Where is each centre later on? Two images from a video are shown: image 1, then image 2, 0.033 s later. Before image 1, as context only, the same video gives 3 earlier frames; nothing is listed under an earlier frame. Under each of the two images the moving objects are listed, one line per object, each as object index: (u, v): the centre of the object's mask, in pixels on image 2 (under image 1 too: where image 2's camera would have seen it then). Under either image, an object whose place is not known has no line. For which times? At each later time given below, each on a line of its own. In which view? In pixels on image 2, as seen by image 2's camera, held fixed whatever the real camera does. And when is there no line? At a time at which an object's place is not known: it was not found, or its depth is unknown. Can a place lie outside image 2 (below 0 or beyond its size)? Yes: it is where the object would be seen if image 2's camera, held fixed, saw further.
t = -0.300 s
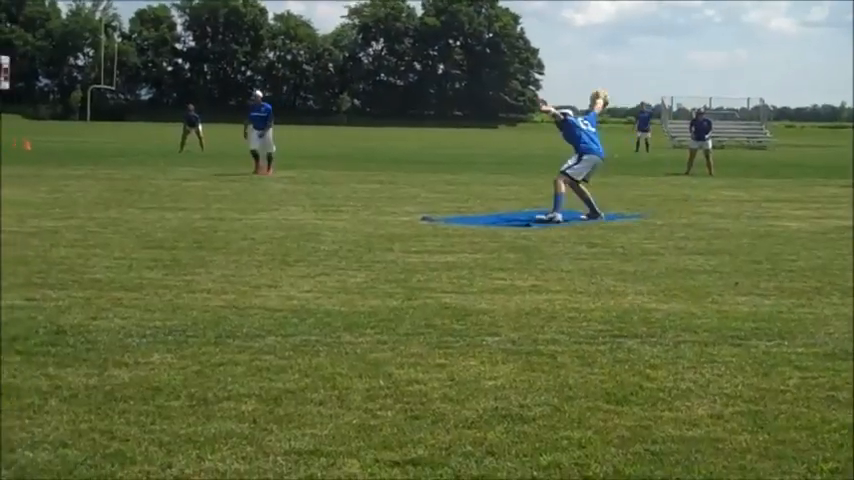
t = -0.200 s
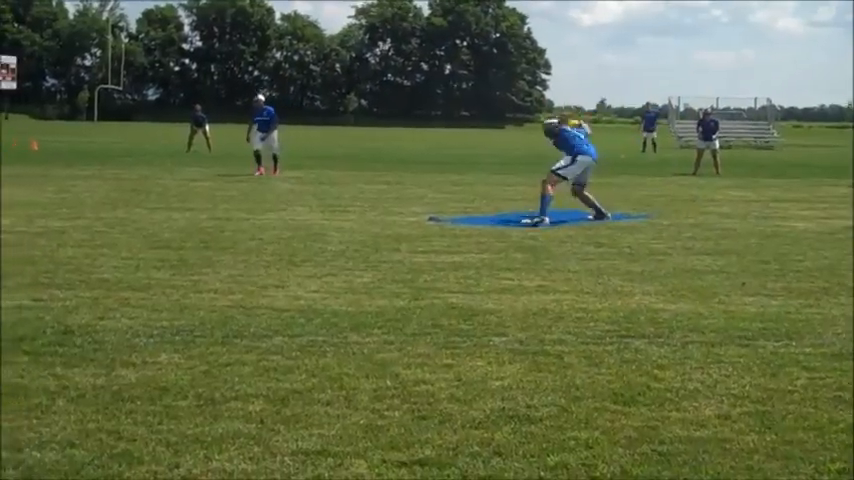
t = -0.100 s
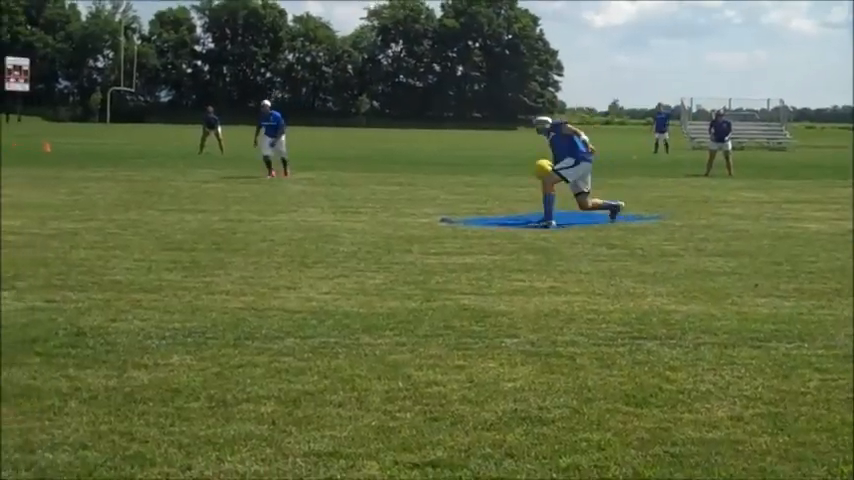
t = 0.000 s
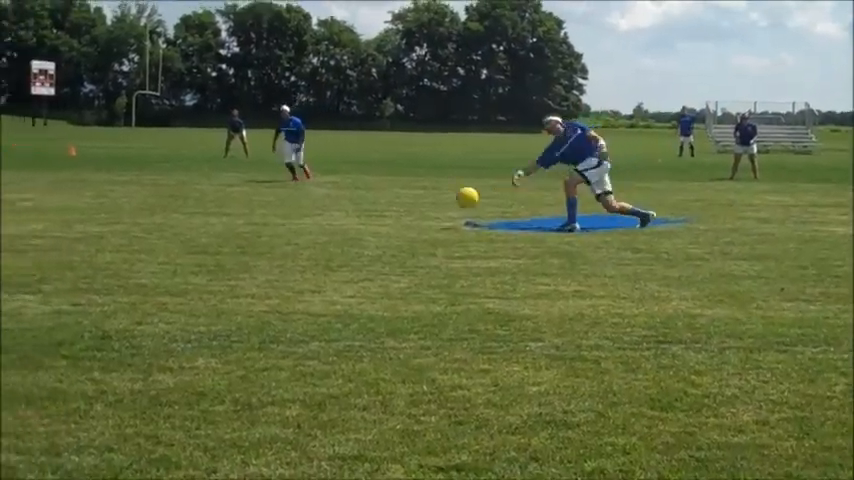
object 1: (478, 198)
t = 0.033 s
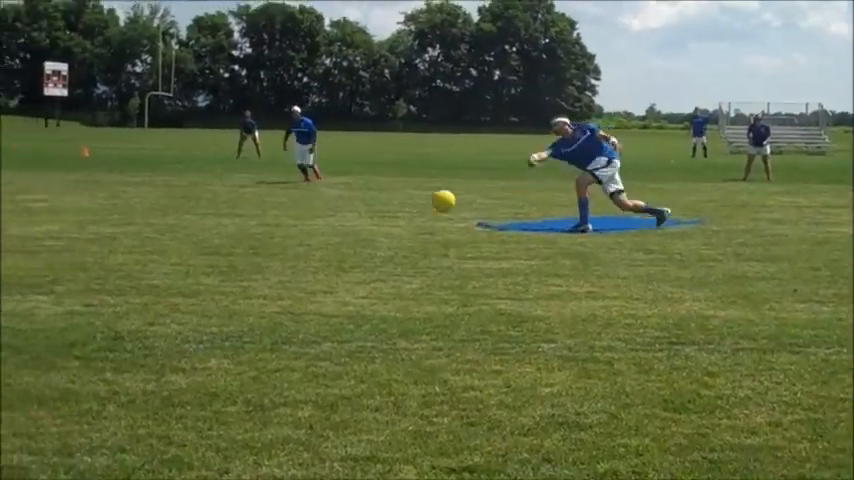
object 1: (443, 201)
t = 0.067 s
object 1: (405, 204)
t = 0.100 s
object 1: (365, 208)
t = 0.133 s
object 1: (324, 215)
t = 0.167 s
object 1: (277, 223)
